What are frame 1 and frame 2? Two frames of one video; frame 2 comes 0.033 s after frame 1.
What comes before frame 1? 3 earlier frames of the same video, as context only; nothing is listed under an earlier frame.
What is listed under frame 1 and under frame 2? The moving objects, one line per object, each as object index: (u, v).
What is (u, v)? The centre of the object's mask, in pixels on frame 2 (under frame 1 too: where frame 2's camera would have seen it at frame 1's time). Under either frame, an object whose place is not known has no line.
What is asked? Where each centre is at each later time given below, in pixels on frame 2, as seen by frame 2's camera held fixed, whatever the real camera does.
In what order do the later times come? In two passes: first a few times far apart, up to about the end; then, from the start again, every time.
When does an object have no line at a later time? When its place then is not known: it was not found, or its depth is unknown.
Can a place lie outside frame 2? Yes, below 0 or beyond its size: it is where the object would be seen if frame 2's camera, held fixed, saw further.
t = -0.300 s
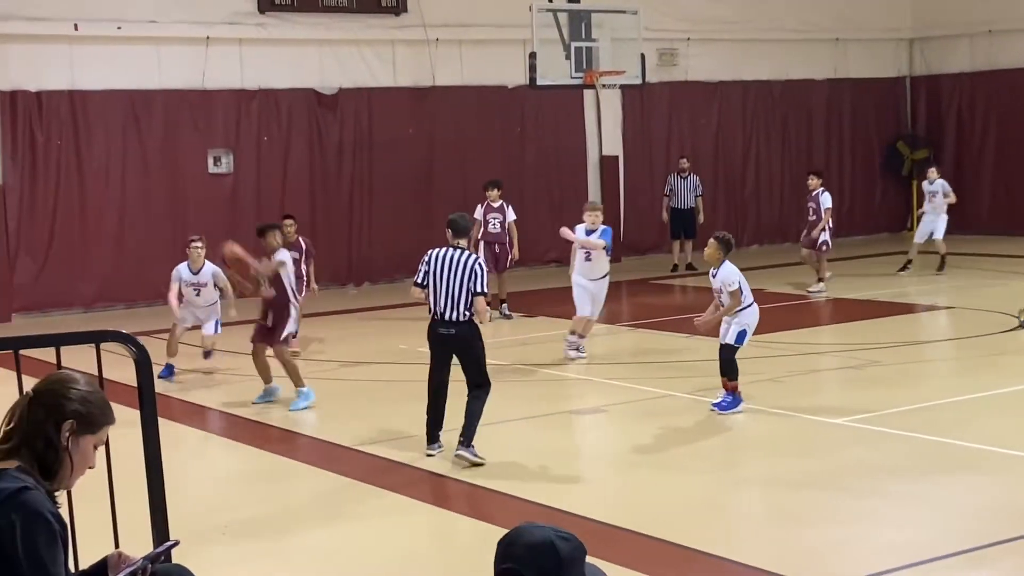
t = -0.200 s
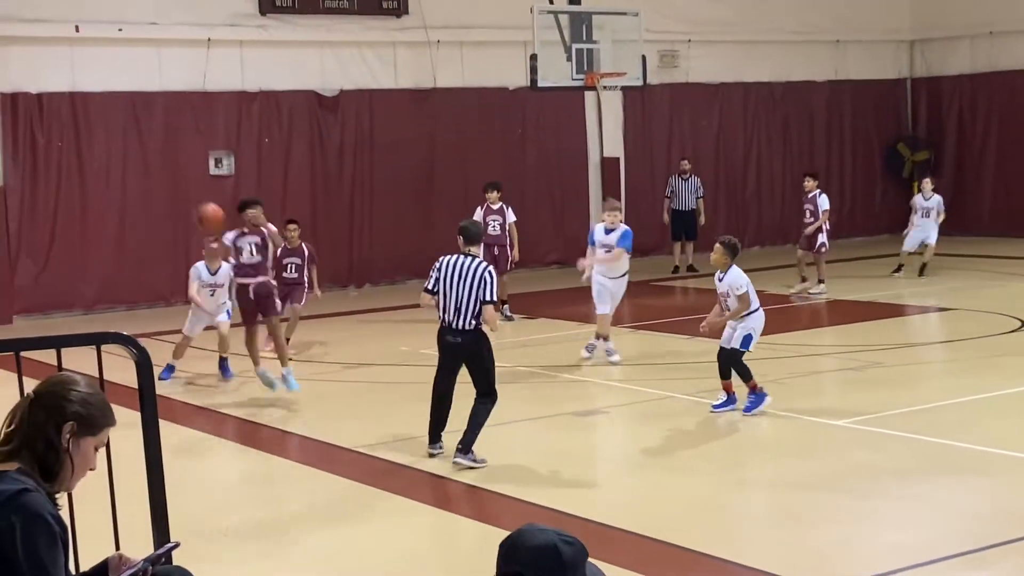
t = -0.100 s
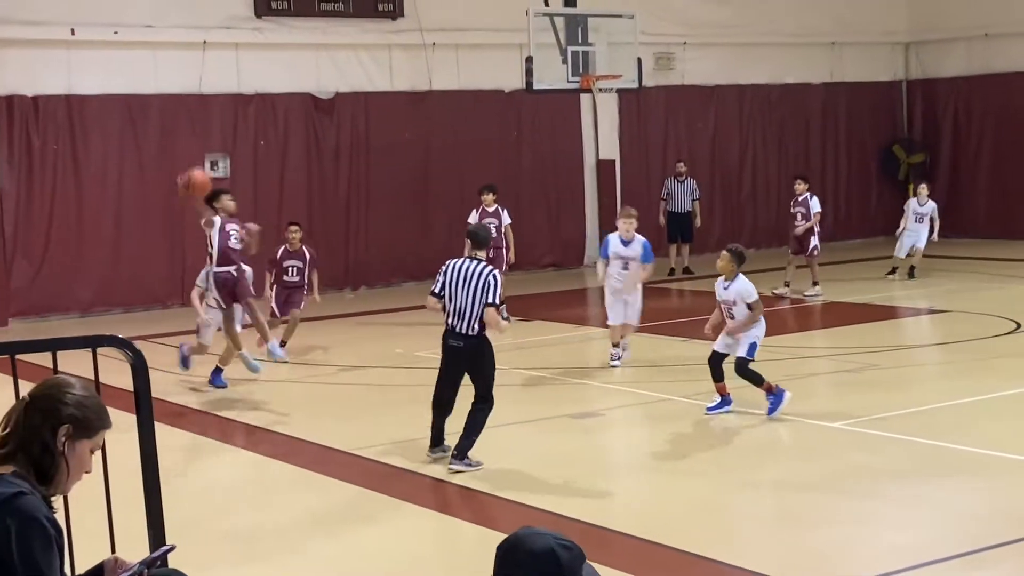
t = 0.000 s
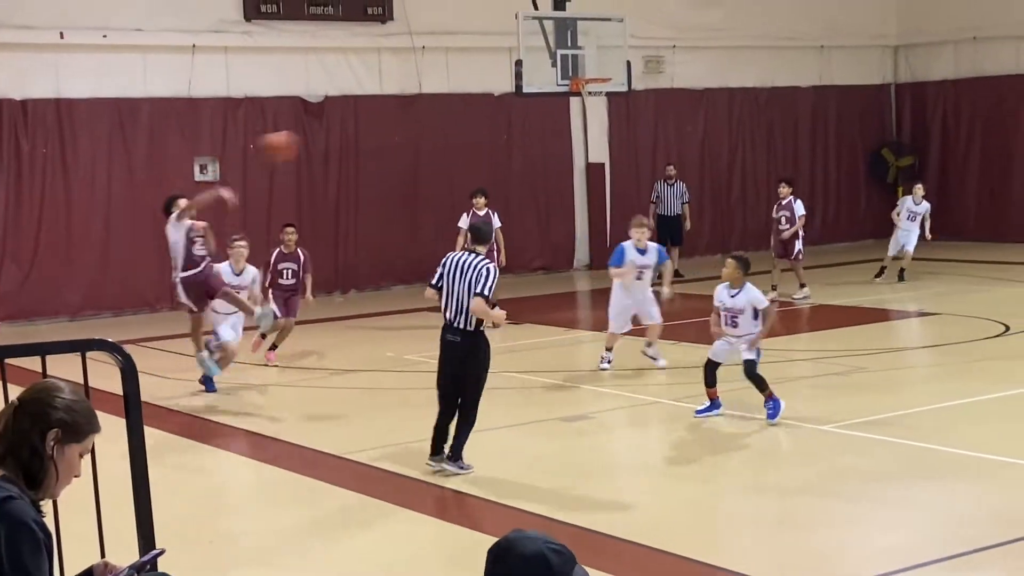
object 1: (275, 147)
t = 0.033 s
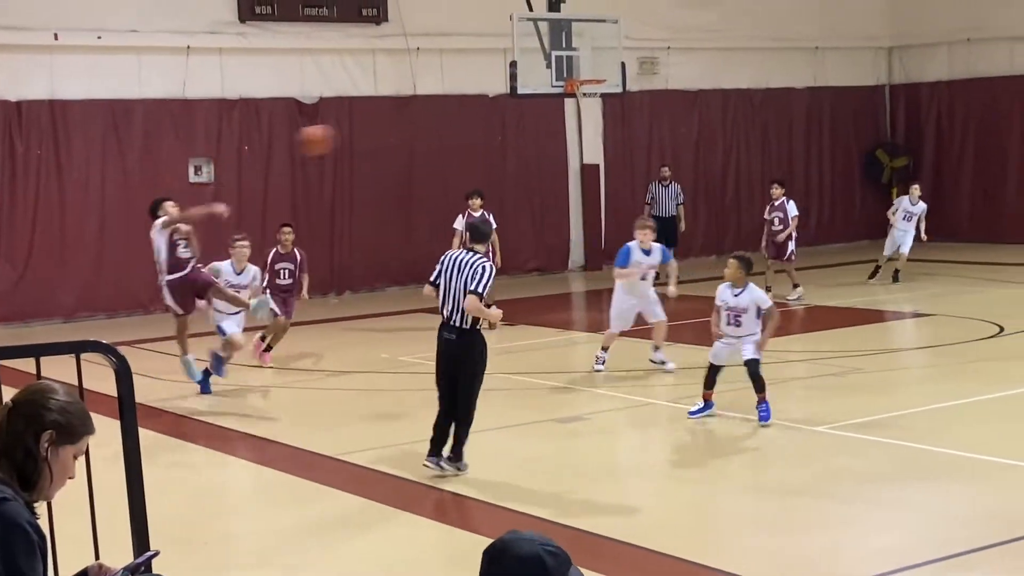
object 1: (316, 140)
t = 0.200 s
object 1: (531, 120)
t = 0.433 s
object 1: (839, 141)
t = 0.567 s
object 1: (1016, 181)
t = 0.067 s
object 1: (361, 133)
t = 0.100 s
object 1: (403, 128)
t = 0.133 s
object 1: (446, 124)
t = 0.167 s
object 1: (488, 121)
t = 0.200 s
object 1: (531, 120)
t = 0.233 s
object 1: (574, 119)
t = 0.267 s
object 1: (620, 120)
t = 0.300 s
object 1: (661, 120)
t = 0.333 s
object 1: (704, 123)
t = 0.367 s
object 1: (749, 129)
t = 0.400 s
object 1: (794, 134)
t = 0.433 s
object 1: (839, 141)
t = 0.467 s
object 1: (884, 150)
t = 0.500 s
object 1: (928, 159)
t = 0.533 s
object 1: (972, 170)
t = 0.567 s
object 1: (1016, 181)
